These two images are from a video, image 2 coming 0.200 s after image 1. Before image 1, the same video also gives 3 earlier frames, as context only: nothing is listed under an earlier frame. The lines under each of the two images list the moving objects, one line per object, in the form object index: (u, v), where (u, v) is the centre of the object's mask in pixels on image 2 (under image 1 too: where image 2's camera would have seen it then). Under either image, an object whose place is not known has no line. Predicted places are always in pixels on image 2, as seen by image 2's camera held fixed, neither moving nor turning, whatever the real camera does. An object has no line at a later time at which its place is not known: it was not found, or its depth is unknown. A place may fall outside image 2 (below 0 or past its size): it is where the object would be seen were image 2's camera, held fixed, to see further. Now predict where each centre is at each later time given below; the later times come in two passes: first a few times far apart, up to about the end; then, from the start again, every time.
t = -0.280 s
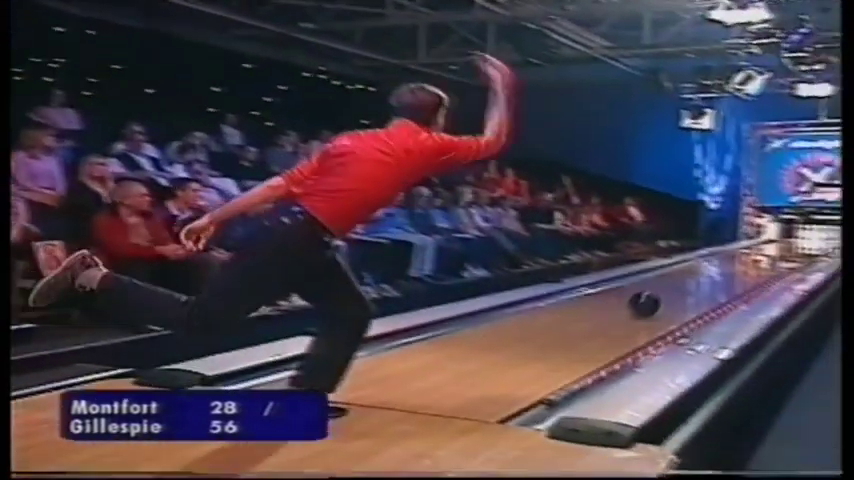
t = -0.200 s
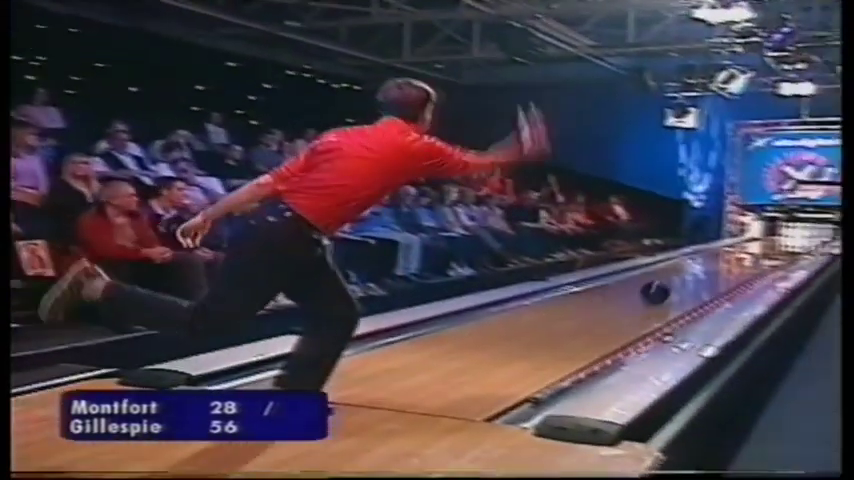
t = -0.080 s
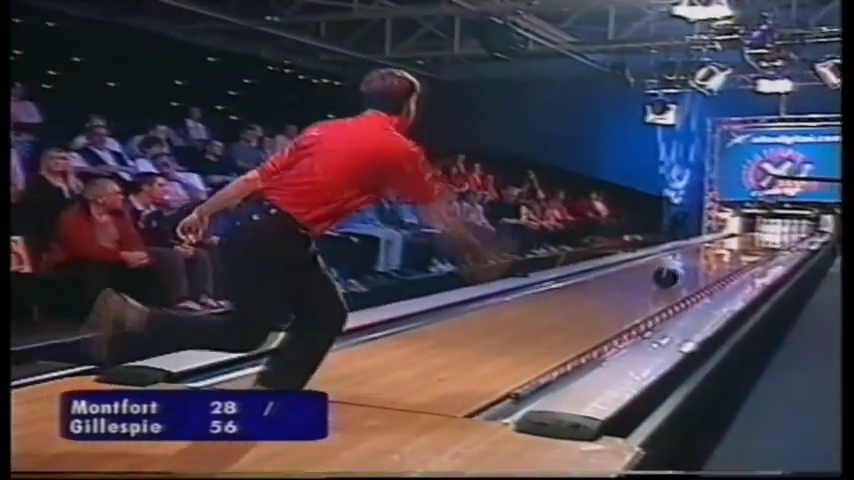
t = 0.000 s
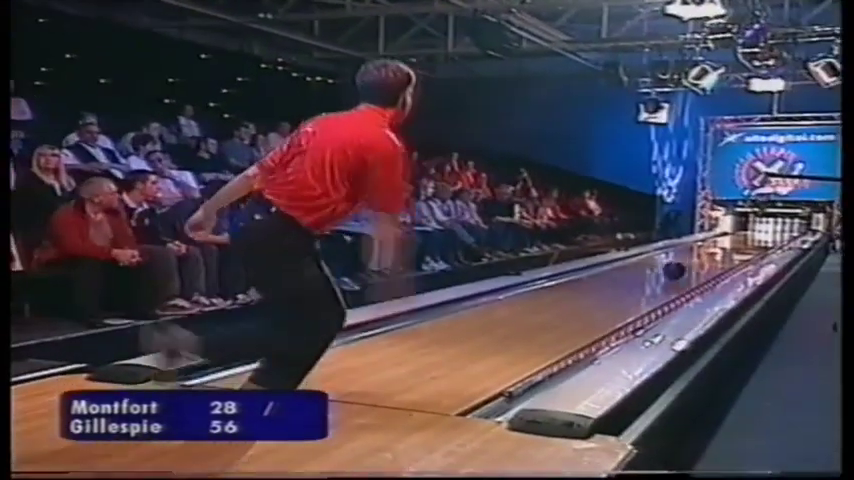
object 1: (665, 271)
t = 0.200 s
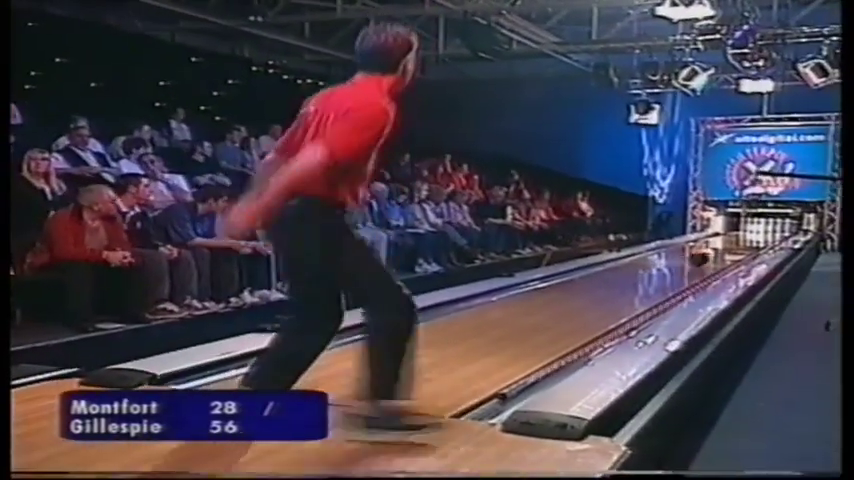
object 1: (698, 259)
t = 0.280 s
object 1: (708, 255)
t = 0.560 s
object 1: (734, 246)
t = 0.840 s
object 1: (752, 239)
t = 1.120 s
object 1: (764, 234)
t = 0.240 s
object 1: (702, 257)
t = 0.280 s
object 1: (708, 255)
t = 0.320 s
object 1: (712, 254)
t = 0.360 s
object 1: (717, 253)
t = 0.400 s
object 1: (720, 251)
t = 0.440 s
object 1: (723, 249)
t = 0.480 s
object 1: (728, 248)
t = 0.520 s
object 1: (731, 247)
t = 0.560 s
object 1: (734, 246)
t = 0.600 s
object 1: (737, 244)
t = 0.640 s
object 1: (739, 243)
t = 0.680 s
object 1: (744, 243)
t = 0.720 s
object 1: (745, 241)
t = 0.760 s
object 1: (747, 241)
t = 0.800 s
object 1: (750, 240)
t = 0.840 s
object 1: (752, 239)
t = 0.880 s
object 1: (754, 238)
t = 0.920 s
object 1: (756, 238)
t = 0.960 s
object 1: (757, 236)
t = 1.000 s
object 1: (760, 235)
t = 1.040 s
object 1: (761, 236)
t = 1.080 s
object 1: (763, 235)
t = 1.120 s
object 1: (764, 234)
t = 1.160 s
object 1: (764, 233)
